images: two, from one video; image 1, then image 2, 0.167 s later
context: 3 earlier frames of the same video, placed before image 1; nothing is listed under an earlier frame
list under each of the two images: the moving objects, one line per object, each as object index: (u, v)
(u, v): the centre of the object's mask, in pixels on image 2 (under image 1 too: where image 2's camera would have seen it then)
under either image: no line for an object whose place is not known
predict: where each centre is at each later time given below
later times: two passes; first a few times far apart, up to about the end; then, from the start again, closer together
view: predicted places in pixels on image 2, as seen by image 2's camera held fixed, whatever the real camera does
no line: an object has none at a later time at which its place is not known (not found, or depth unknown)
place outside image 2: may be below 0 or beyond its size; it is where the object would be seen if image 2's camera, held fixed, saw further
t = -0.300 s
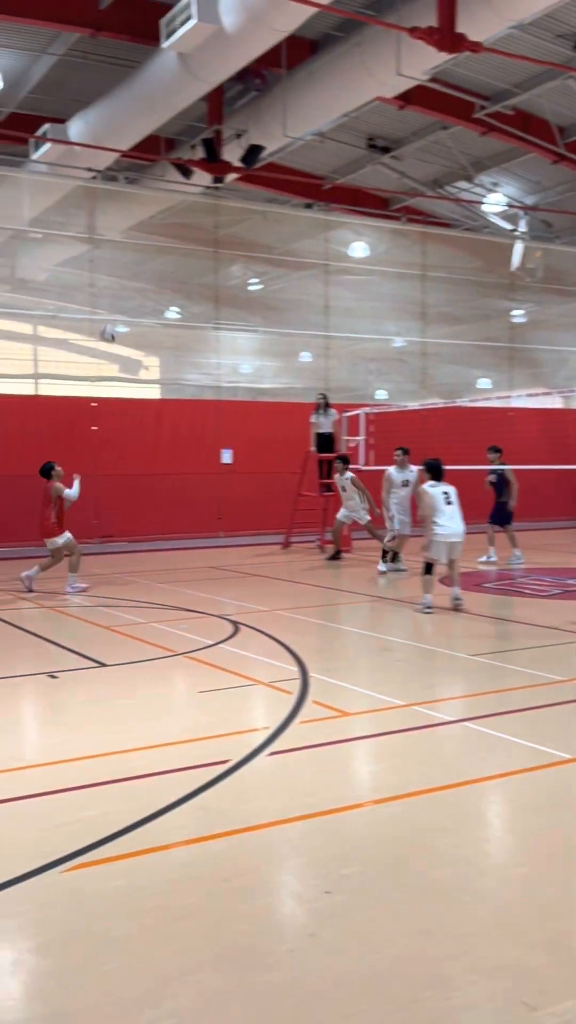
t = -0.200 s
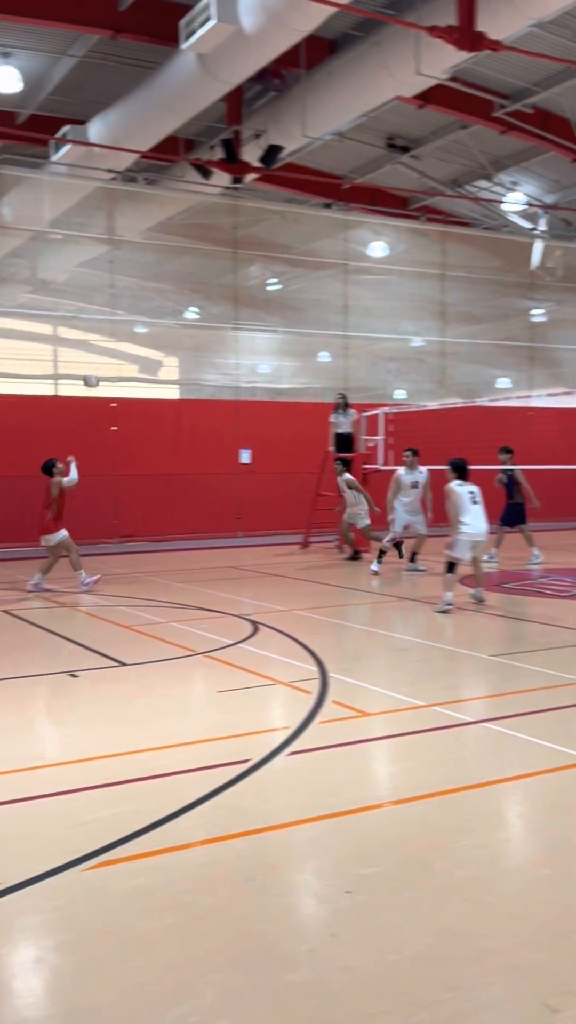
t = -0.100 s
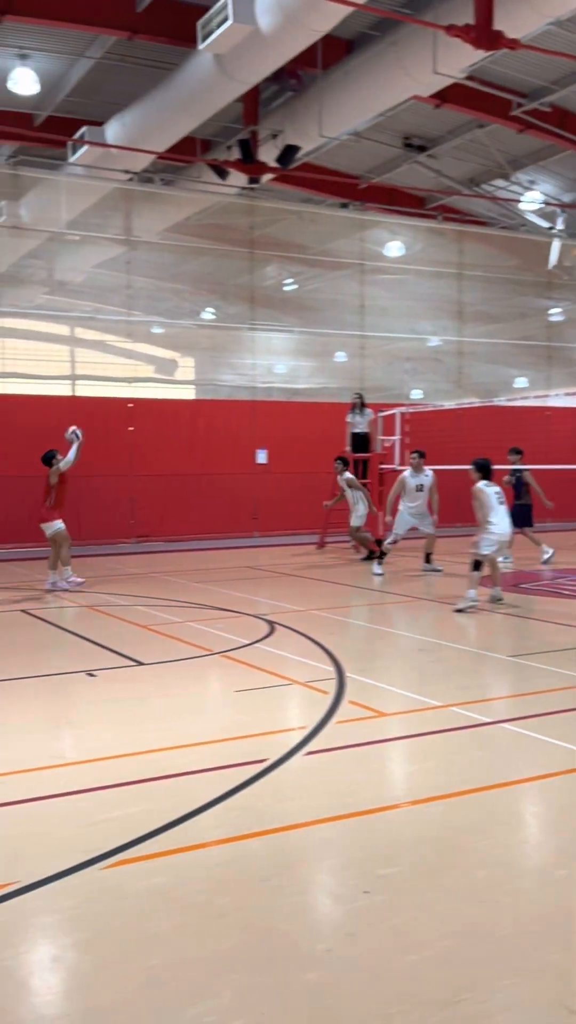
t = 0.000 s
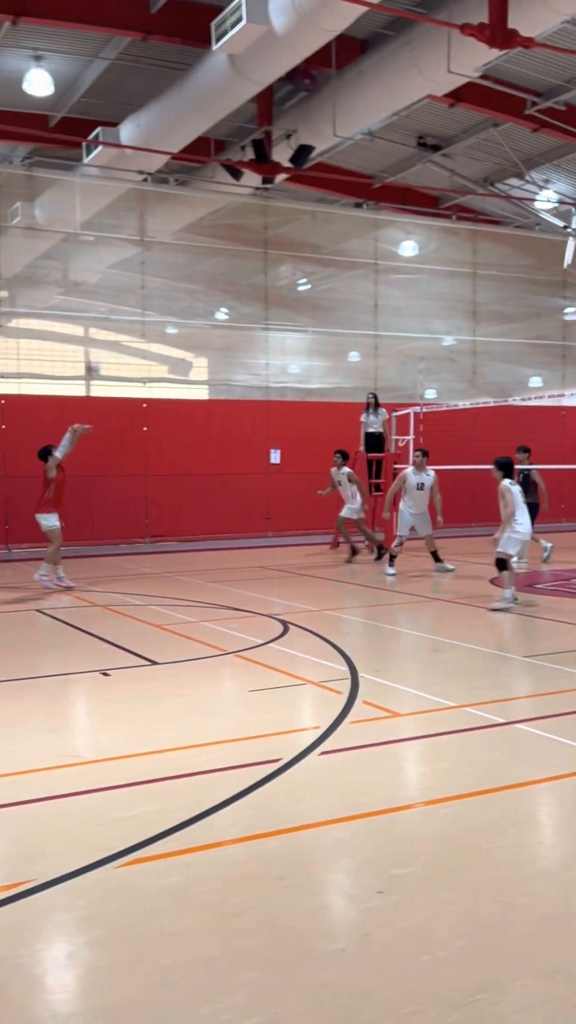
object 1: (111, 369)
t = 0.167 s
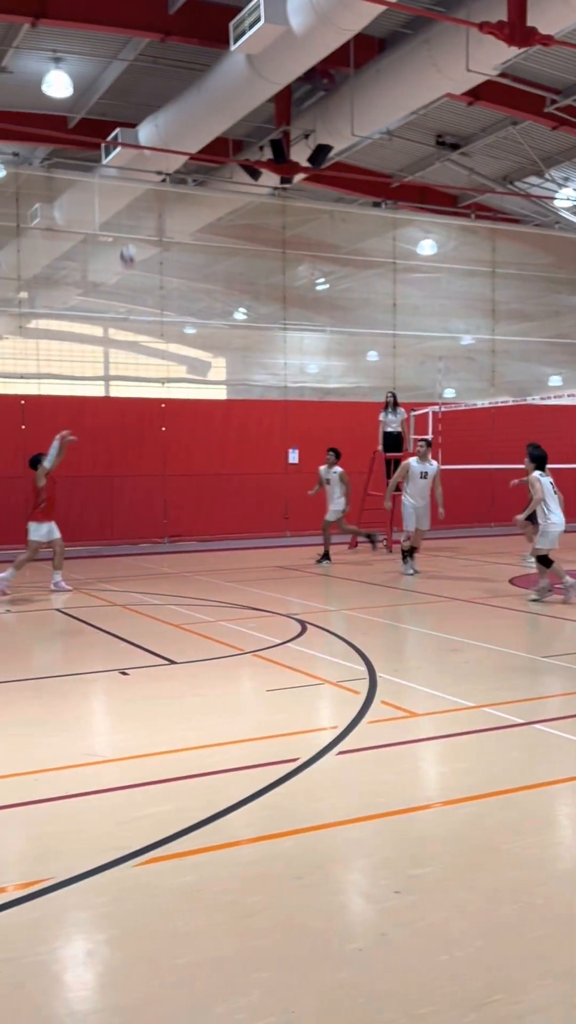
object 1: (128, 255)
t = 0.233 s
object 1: (135, 216)
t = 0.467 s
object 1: (157, 110)
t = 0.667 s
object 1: (177, 57)
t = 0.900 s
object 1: (202, 39)
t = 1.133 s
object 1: (230, 70)
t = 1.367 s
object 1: (259, 154)
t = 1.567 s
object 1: (285, 266)
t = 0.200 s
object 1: (131, 235)
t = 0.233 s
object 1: (135, 216)
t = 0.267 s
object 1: (138, 199)
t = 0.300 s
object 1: (140, 180)
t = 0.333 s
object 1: (143, 165)
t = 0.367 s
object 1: (147, 151)
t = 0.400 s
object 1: (148, 137)
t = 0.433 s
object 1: (153, 124)
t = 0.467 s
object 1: (157, 110)
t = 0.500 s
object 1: (161, 100)
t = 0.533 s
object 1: (164, 90)
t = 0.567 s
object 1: (167, 80)
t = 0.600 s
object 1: (170, 72)
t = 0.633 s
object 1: (174, 64)
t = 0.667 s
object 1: (177, 57)
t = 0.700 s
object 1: (181, 51)
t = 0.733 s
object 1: (184, 47)
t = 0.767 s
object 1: (188, 43)
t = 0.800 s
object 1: (192, 41)
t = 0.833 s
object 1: (195, 39)
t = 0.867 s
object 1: (198, 38)
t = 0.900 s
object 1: (202, 39)
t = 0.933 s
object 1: (206, 40)
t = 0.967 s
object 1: (210, 43)
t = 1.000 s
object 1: (214, 47)
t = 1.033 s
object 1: (218, 51)
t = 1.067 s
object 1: (222, 56)
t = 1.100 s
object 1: (225, 62)
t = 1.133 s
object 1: (230, 70)
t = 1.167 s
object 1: (235, 79)
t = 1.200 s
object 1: (238, 88)
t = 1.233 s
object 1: (242, 97)
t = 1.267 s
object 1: (246, 112)
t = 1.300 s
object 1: (250, 127)
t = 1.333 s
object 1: (254, 139)
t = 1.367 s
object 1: (259, 154)
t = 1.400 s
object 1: (262, 169)
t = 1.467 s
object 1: (273, 203)
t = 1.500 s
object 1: (277, 224)
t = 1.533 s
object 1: (281, 246)
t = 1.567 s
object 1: (285, 266)
